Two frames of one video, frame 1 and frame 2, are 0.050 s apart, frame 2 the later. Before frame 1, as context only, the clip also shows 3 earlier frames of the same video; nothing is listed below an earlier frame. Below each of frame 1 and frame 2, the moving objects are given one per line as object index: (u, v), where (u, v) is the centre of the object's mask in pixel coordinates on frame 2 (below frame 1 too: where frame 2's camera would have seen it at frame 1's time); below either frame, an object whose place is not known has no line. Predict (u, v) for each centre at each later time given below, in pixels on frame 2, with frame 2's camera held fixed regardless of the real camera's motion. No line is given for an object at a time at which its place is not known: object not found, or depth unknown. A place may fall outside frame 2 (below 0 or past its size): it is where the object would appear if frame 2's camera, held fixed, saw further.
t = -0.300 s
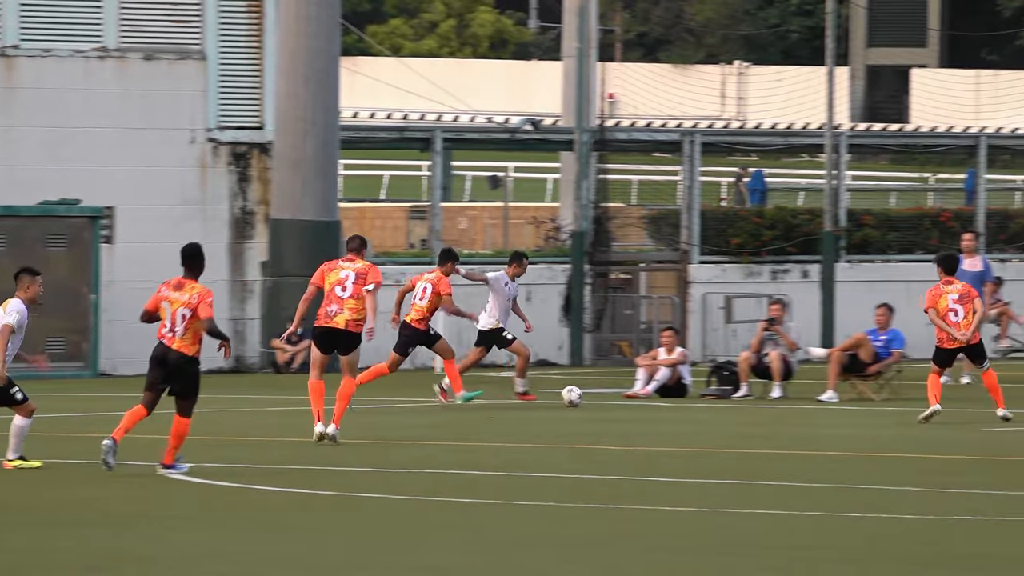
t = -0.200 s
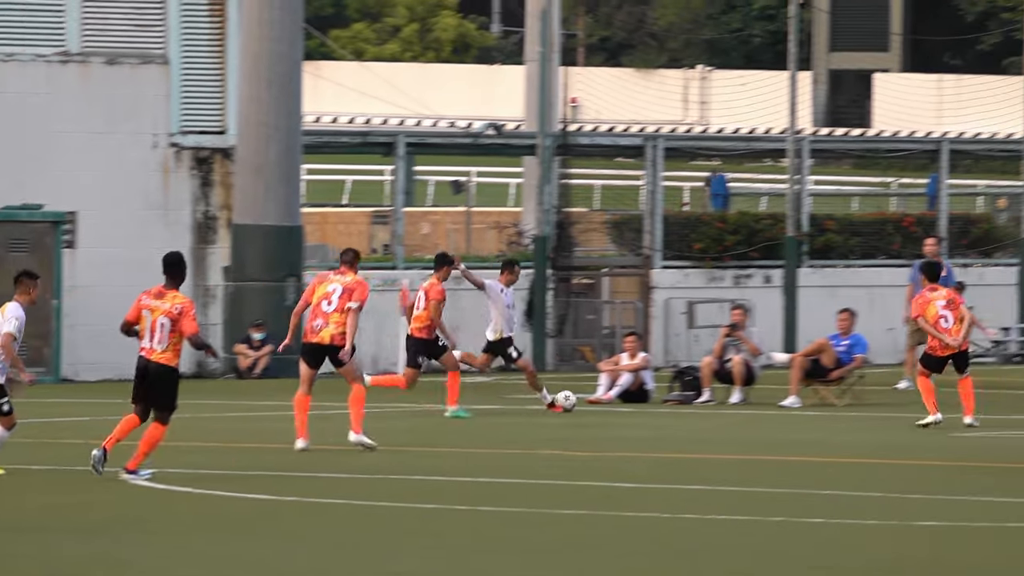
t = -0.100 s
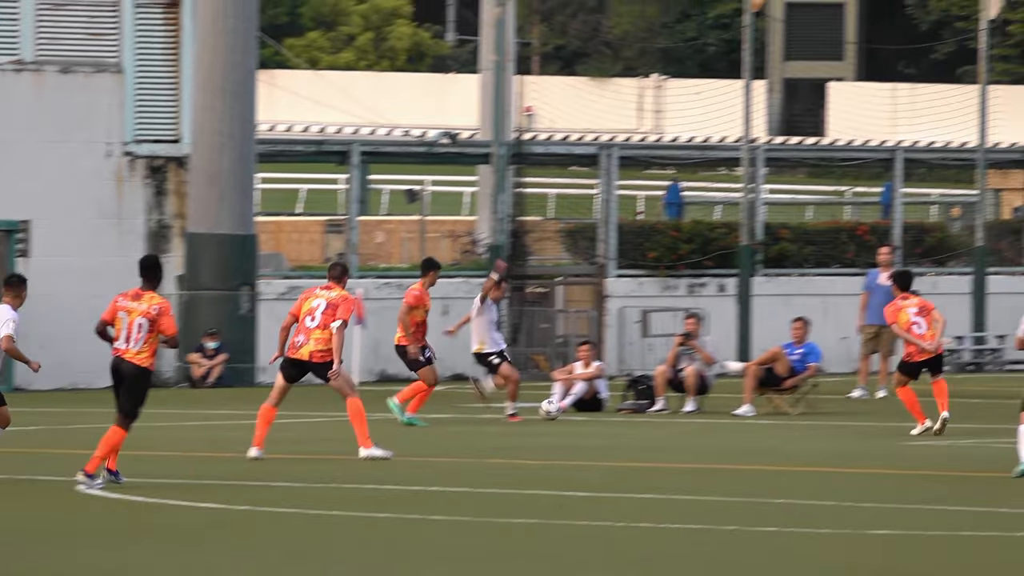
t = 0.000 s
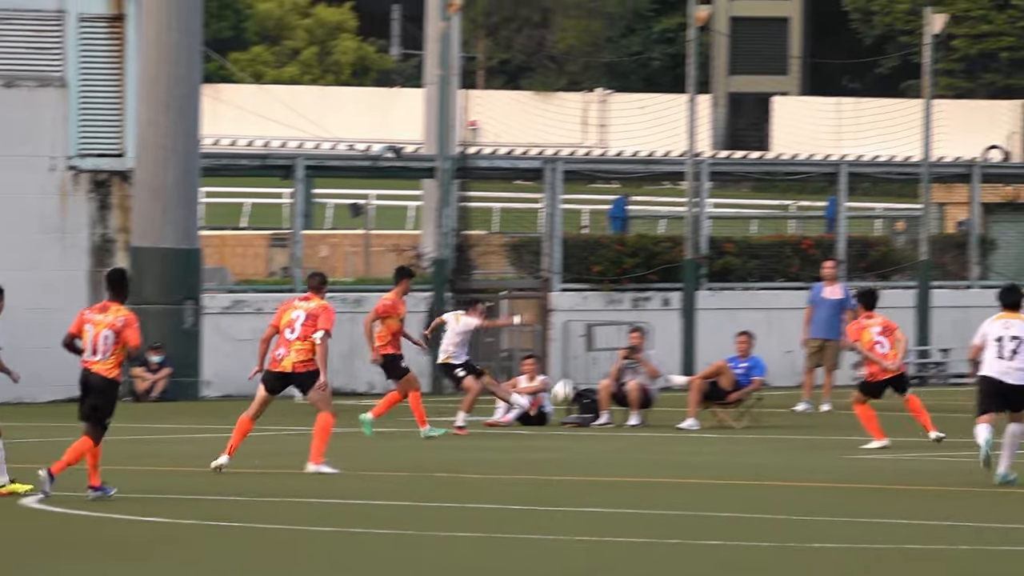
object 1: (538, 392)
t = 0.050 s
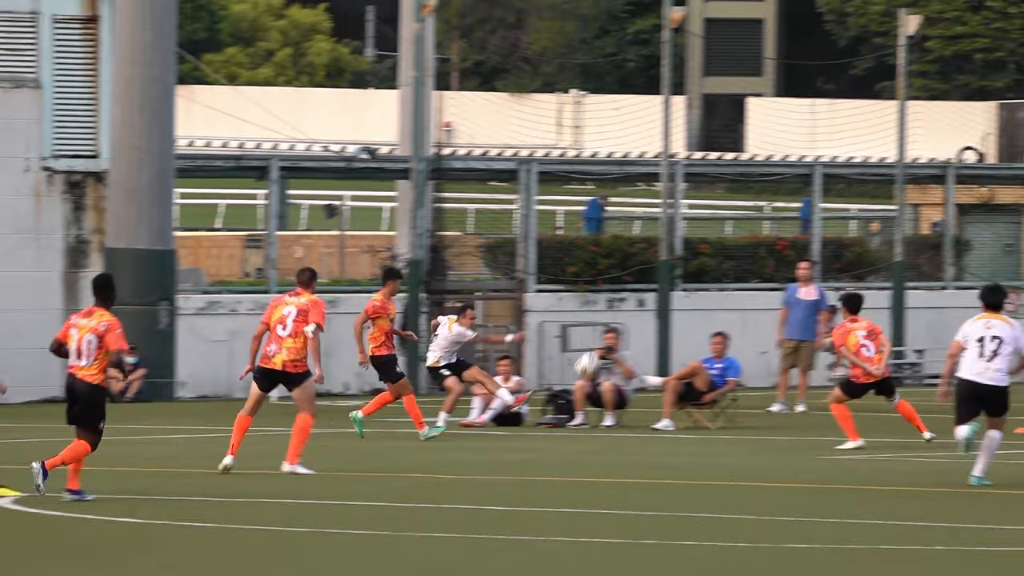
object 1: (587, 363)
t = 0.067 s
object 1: (604, 355)
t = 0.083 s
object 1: (618, 347)
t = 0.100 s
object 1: (634, 340)
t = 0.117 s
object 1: (651, 331)
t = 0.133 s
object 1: (665, 323)
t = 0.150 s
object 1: (680, 315)
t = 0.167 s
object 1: (695, 308)
